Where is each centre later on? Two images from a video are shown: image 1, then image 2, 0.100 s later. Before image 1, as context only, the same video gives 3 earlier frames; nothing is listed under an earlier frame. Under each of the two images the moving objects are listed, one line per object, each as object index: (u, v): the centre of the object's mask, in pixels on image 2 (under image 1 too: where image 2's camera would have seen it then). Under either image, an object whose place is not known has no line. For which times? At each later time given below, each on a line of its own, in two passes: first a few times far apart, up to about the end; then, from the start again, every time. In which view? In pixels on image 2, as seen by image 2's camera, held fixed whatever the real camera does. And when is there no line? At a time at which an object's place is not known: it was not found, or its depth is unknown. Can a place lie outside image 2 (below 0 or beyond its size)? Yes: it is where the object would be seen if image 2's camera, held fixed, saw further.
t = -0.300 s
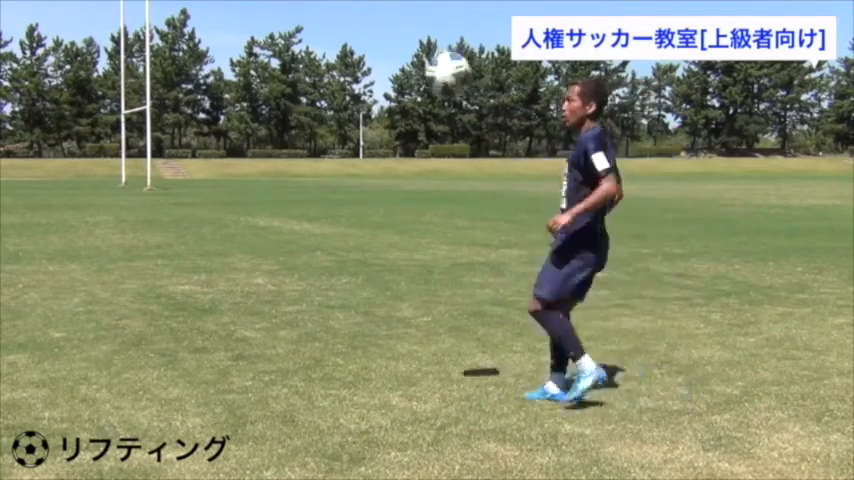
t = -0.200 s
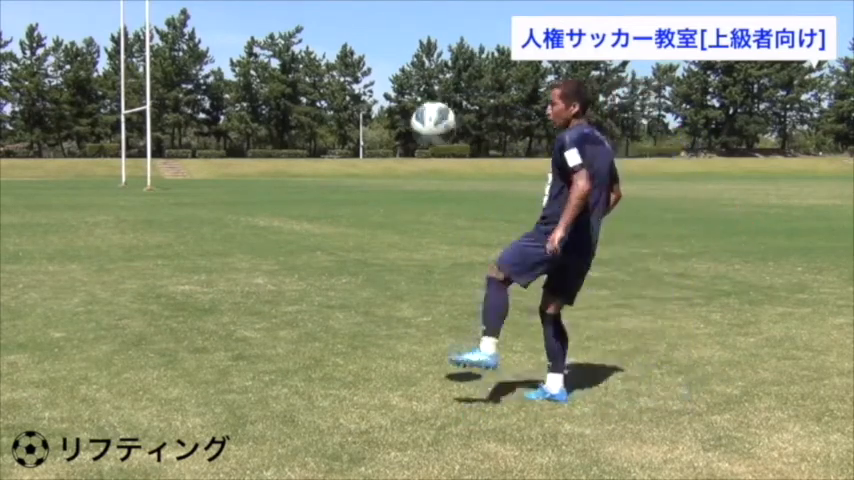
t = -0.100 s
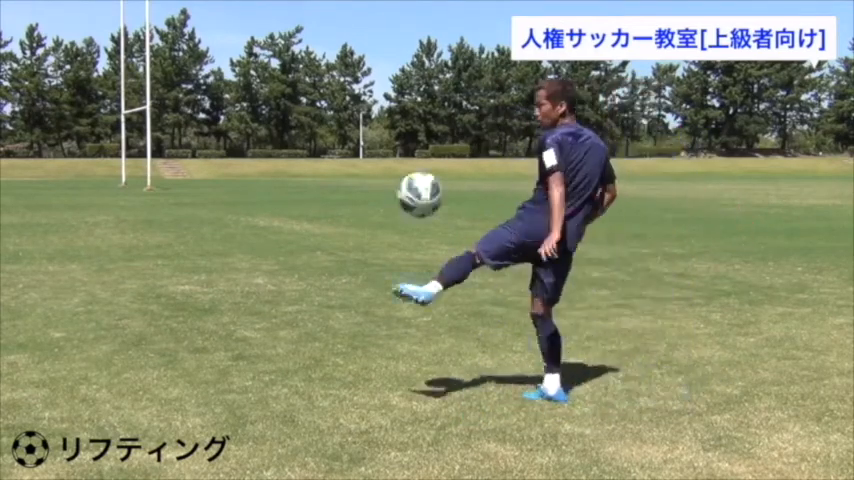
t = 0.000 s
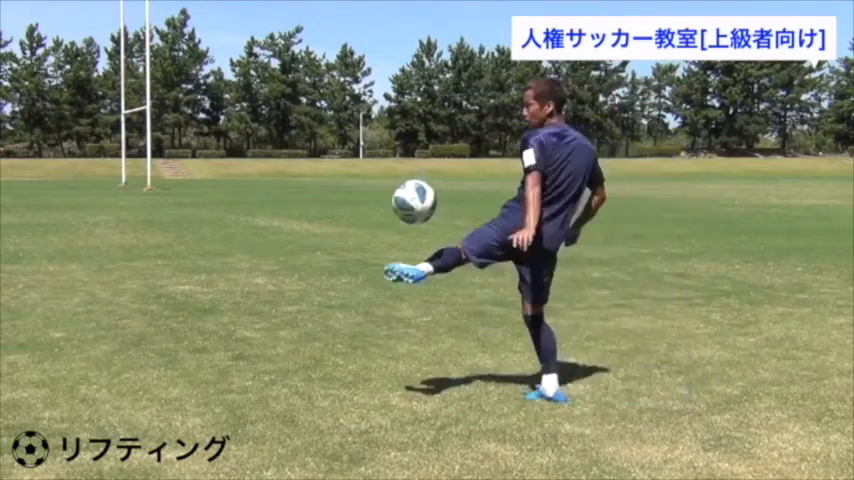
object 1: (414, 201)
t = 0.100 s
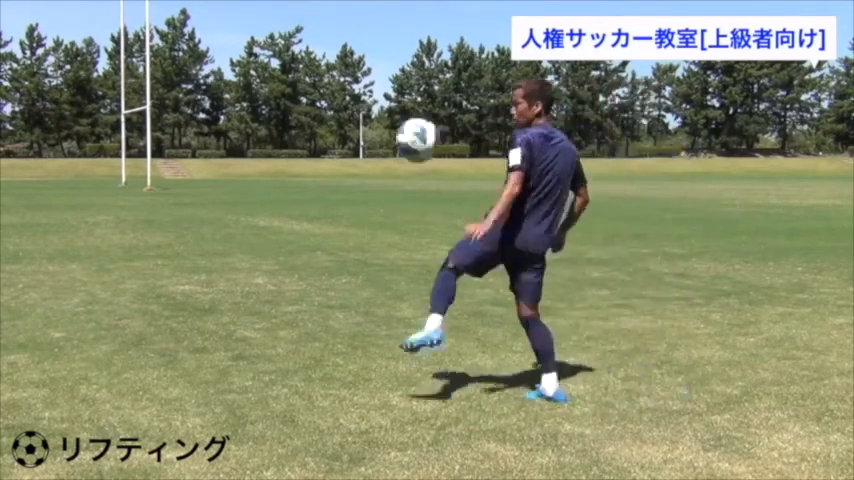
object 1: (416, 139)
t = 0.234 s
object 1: (422, 88)
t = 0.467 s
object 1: (431, 79)
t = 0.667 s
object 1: (439, 162)
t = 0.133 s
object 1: (418, 124)
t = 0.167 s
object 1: (419, 109)
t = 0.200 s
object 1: (421, 98)
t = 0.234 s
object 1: (422, 88)
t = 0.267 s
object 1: (425, 80)
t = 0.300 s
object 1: (426, 73)
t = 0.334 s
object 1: (427, 72)
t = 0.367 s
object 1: (428, 72)
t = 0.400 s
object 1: (427, 70)
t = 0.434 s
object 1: (430, 74)
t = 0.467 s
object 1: (431, 79)
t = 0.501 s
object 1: (433, 89)
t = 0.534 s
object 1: (434, 100)
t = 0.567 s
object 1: (435, 112)
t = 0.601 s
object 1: (436, 125)
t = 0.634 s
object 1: (438, 143)
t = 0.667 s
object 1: (439, 162)
